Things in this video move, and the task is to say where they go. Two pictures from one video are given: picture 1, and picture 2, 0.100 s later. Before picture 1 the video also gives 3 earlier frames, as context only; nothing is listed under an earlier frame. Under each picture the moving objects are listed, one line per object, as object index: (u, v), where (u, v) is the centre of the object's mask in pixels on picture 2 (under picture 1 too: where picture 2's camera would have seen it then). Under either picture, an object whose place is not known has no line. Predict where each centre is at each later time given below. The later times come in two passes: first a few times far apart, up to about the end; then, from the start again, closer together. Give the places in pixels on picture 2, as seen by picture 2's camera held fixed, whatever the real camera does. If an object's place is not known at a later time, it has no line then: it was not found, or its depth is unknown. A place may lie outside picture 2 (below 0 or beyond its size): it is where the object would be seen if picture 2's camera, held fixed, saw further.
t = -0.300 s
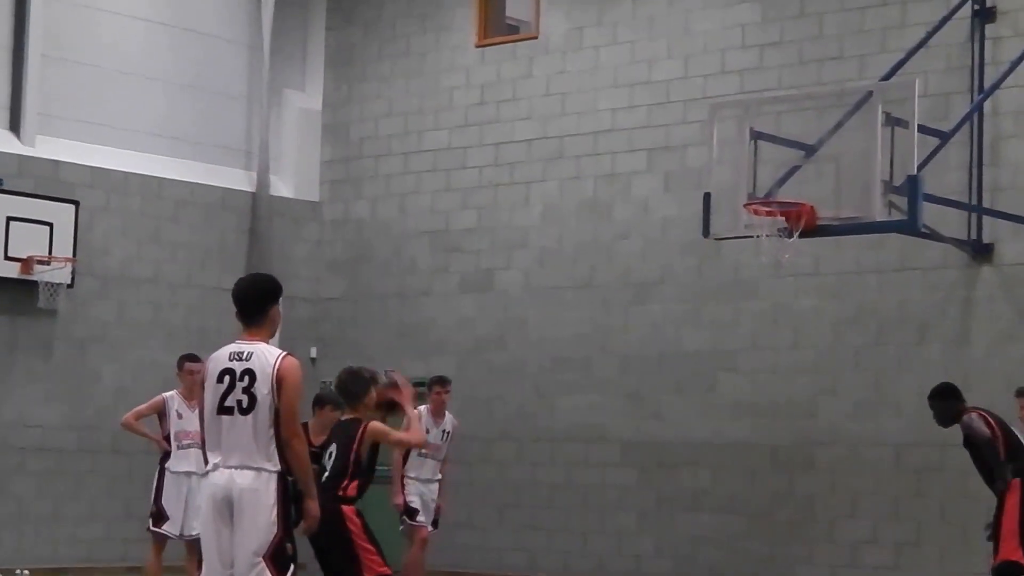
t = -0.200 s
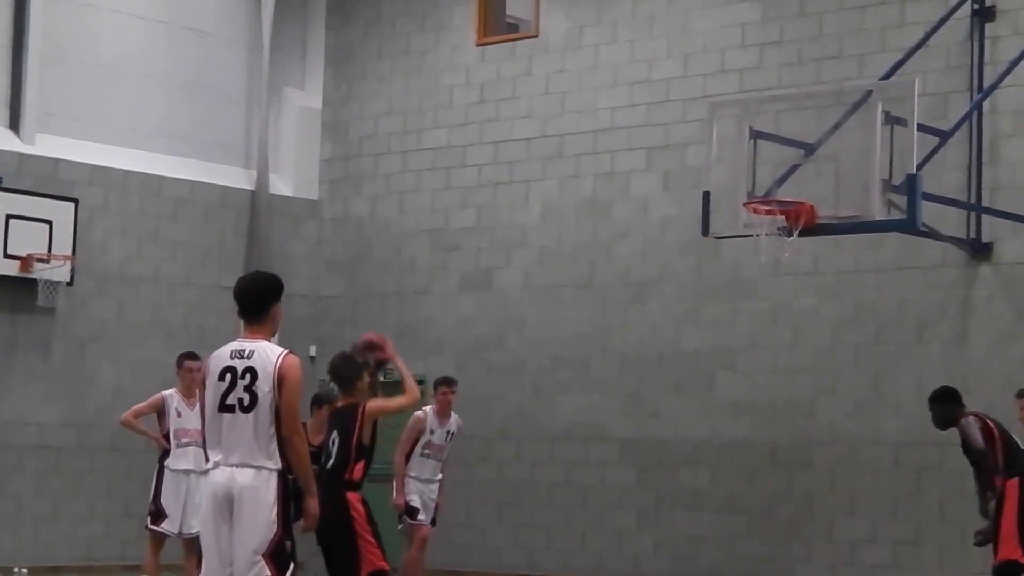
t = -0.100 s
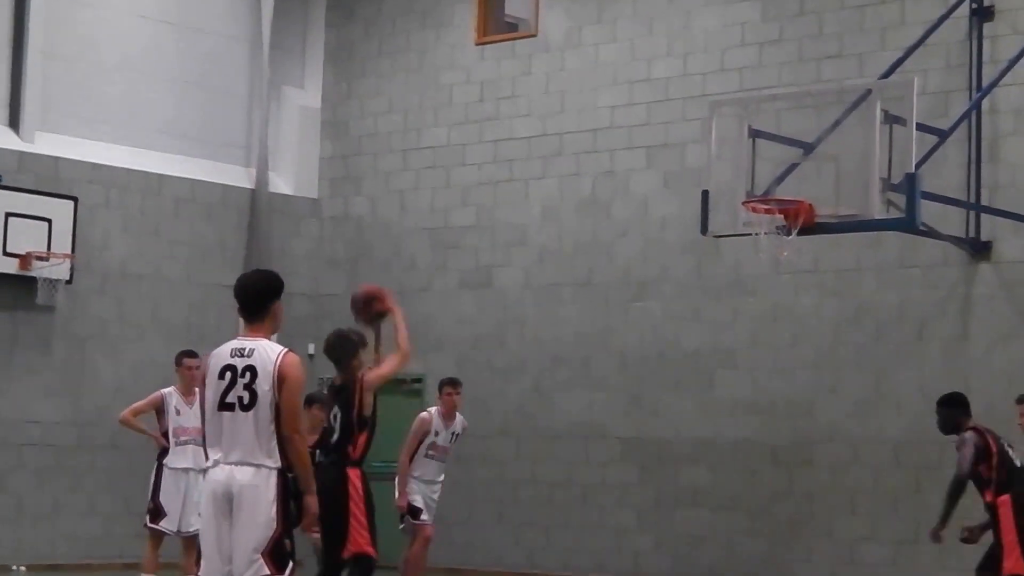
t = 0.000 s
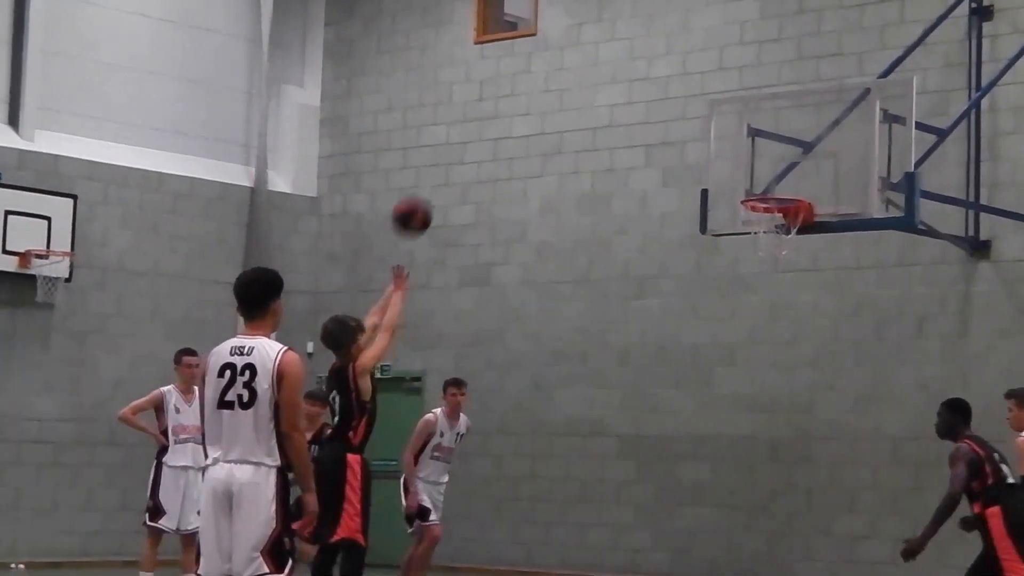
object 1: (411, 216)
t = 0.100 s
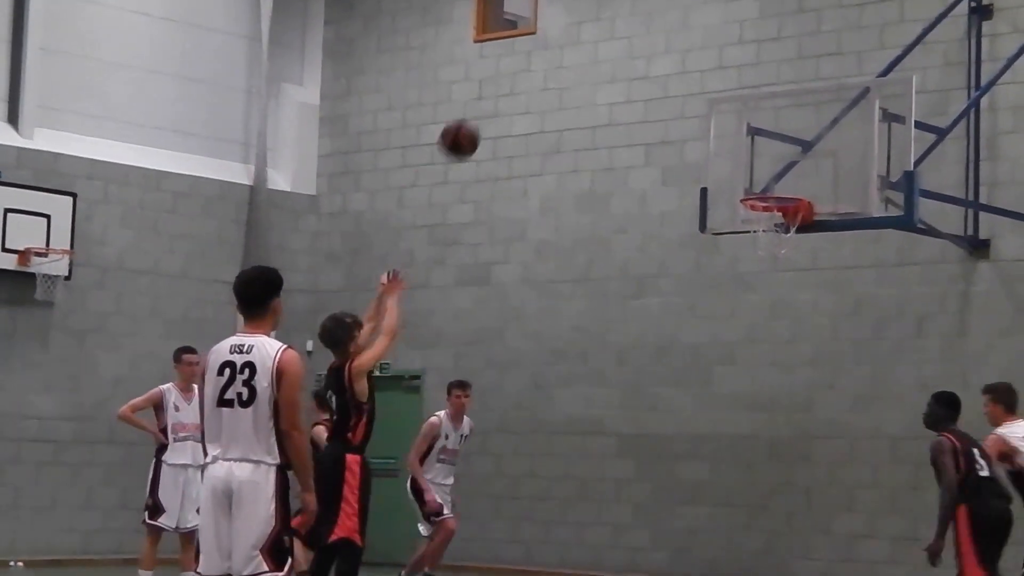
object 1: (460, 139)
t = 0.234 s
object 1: (519, 71)
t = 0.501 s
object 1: (625, 24)
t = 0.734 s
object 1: (705, 66)
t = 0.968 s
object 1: (775, 174)
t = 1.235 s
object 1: (739, 275)
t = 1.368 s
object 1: (713, 330)
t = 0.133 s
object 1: (474, 119)
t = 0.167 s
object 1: (489, 101)
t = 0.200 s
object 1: (504, 85)
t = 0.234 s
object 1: (519, 71)
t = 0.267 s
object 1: (533, 59)
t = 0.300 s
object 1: (547, 48)
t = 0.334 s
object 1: (561, 40)
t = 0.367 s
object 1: (574, 33)
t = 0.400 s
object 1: (587, 28)
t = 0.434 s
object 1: (600, 24)
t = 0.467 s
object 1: (613, 23)
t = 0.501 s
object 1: (625, 24)
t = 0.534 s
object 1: (637, 26)
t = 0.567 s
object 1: (649, 29)
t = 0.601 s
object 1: (660, 34)
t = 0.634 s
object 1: (671, 40)
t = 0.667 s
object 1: (682, 46)
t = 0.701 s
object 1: (694, 55)
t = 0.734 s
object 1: (705, 66)
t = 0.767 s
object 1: (715, 78)
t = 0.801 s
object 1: (726, 90)
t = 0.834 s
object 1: (735, 104)
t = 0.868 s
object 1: (747, 119)
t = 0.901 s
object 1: (756, 137)
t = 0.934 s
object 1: (766, 155)
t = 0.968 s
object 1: (775, 174)
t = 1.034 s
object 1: (784, 215)
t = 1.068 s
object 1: (772, 231)
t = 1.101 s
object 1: (764, 243)
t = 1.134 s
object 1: (757, 251)
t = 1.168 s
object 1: (750, 258)
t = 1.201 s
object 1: (744, 266)
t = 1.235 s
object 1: (739, 275)
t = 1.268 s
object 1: (732, 286)
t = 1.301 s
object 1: (726, 299)
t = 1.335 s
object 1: (719, 313)
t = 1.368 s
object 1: (713, 330)
